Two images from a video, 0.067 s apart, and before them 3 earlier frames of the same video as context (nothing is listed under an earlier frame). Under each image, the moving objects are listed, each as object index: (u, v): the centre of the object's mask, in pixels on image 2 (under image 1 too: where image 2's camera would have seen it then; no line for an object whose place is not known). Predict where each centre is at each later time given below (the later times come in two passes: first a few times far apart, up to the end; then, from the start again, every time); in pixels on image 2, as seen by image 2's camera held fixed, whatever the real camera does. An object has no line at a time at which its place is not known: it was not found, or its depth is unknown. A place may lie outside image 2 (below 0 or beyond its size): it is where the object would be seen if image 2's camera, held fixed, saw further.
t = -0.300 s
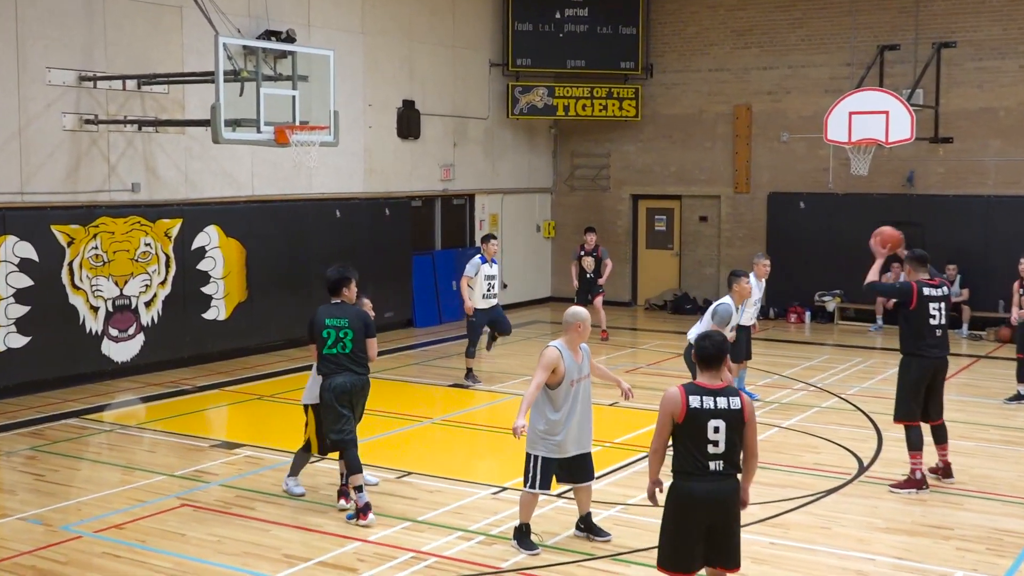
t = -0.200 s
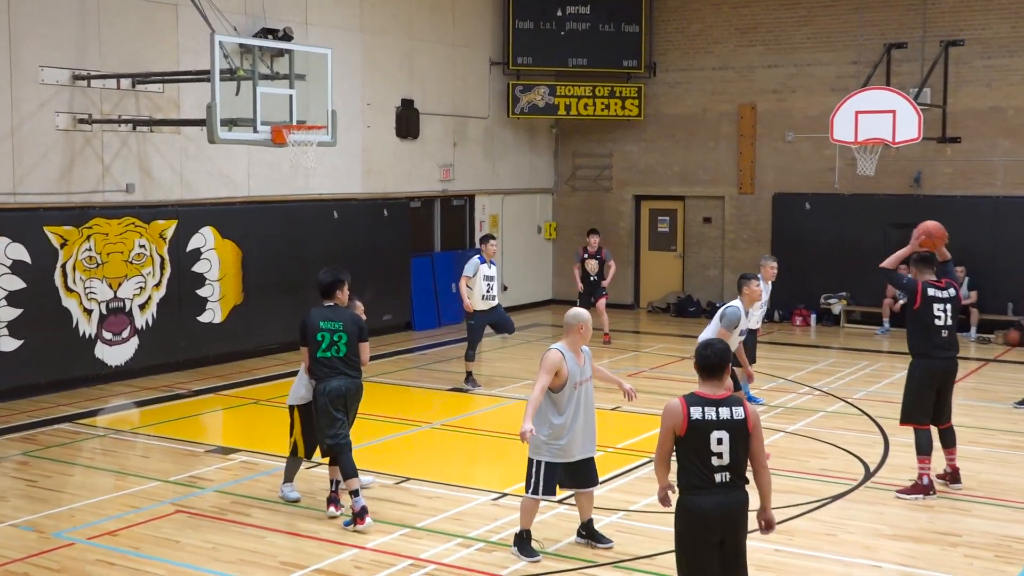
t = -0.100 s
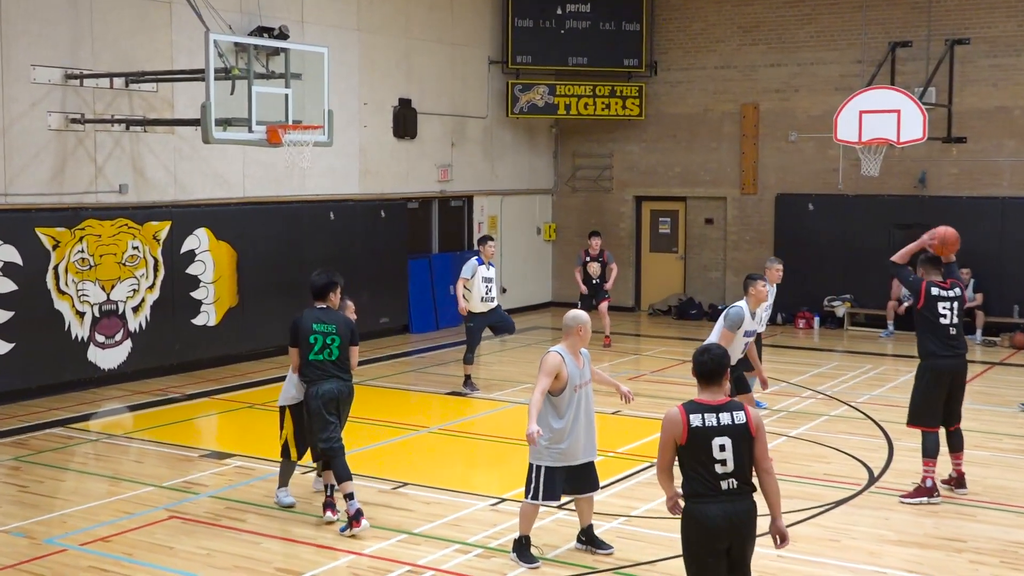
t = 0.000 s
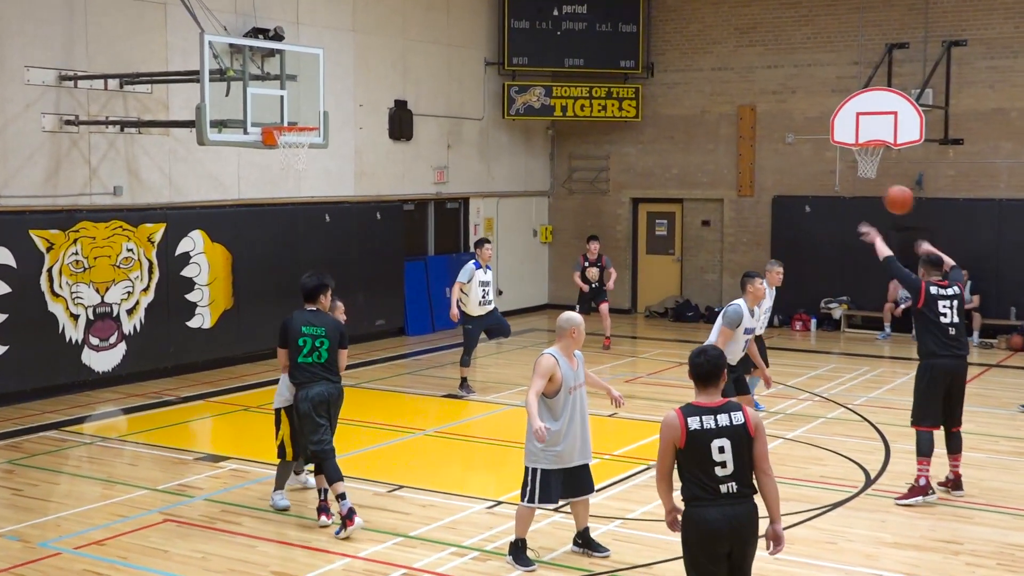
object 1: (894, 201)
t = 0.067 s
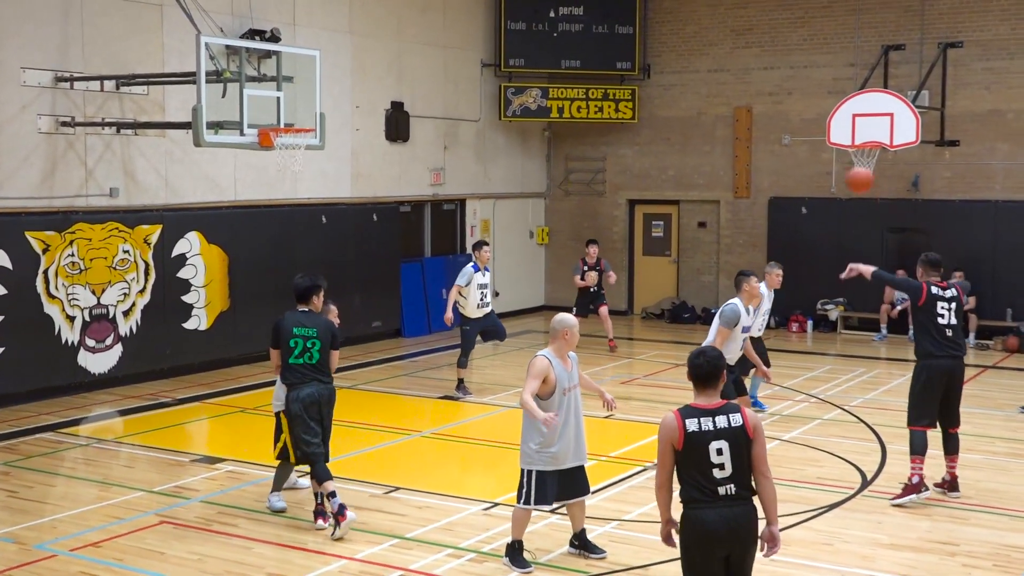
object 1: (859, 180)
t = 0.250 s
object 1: (777, 156)
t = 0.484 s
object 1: (699, 174)
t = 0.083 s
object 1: (850, 175)
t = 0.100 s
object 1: (842, 172)
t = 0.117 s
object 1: (835, 169)
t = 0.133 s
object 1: (827, 166)
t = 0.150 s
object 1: (820, 164)
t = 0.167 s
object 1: (812, 162)
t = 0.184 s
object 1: (805, 160)
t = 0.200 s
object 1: (798, 158)
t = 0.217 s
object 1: (791, 157)
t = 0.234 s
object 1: (784, 157)
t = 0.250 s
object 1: (777, 156)
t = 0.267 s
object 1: (771, 156)
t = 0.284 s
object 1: (765, 156)
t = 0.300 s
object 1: (758, 156)
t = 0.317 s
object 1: (752, 157)
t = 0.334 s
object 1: (747, 157)
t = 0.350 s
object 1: (741, 158)
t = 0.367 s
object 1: (735, 159)
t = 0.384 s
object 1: (730, 161)
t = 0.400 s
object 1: (724, 163)
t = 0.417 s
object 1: (719, 165)
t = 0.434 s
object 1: (714, 166)
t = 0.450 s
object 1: (709, 168)
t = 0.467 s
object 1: (704, 171)
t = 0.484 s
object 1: (699, 174)
